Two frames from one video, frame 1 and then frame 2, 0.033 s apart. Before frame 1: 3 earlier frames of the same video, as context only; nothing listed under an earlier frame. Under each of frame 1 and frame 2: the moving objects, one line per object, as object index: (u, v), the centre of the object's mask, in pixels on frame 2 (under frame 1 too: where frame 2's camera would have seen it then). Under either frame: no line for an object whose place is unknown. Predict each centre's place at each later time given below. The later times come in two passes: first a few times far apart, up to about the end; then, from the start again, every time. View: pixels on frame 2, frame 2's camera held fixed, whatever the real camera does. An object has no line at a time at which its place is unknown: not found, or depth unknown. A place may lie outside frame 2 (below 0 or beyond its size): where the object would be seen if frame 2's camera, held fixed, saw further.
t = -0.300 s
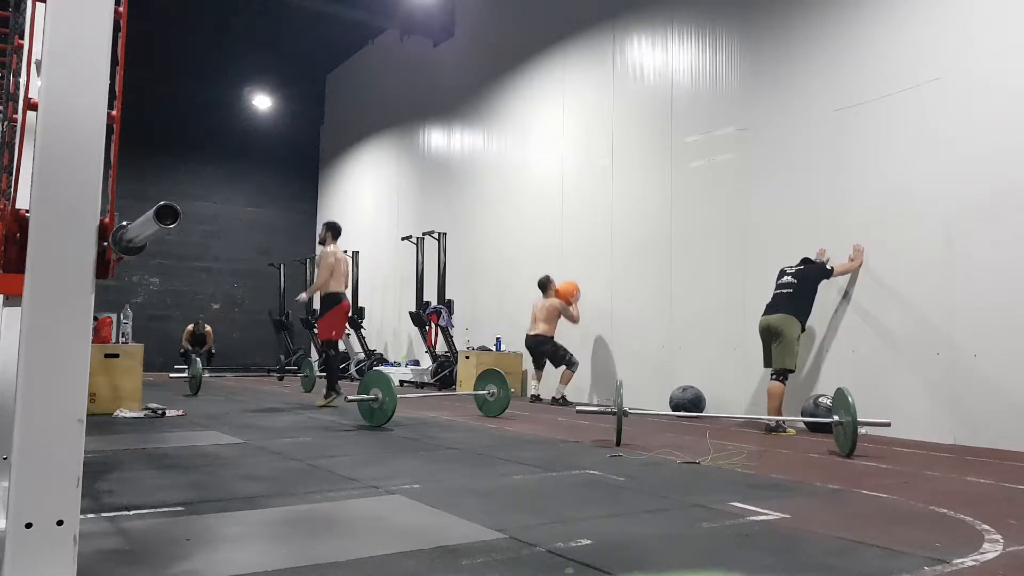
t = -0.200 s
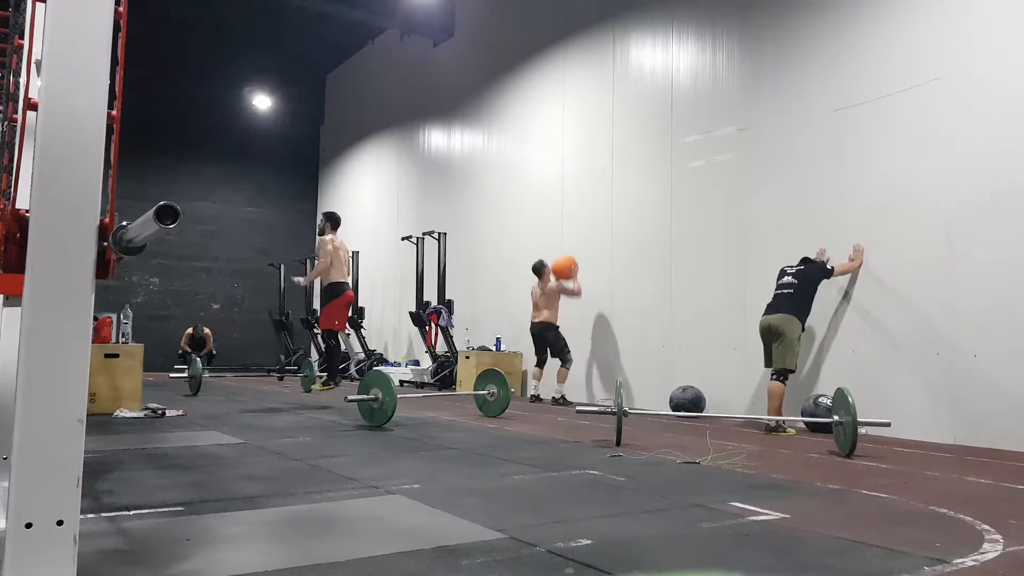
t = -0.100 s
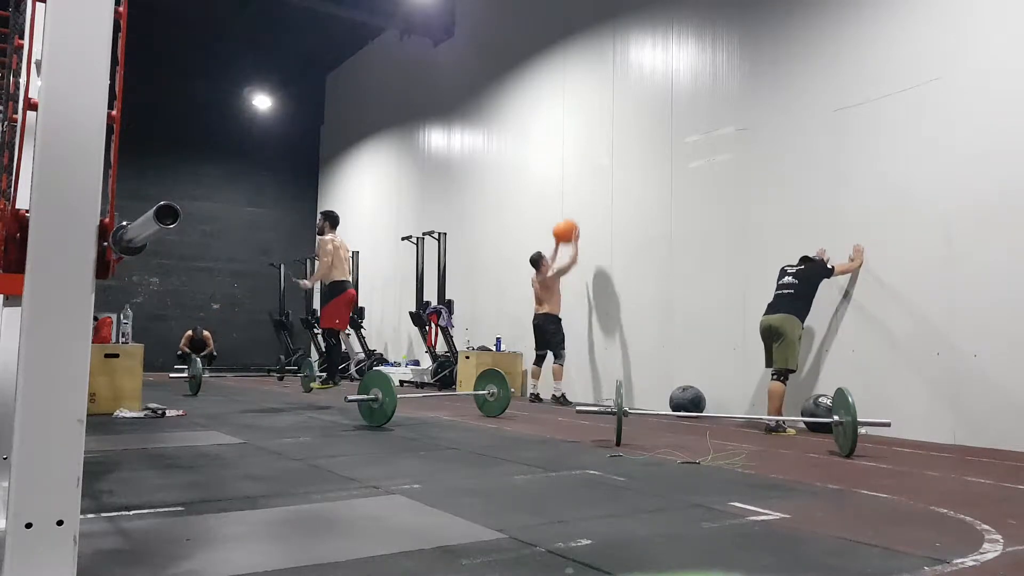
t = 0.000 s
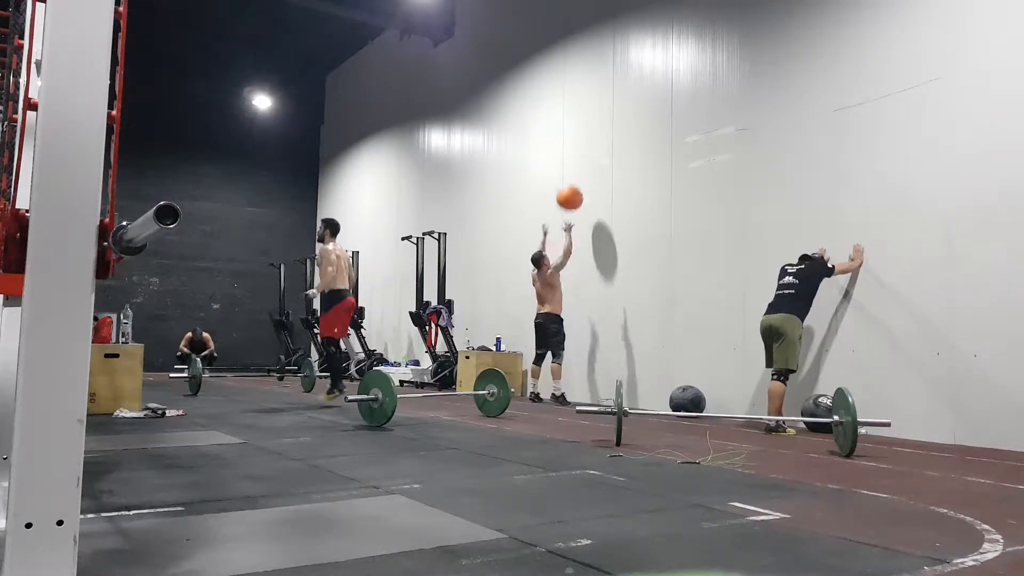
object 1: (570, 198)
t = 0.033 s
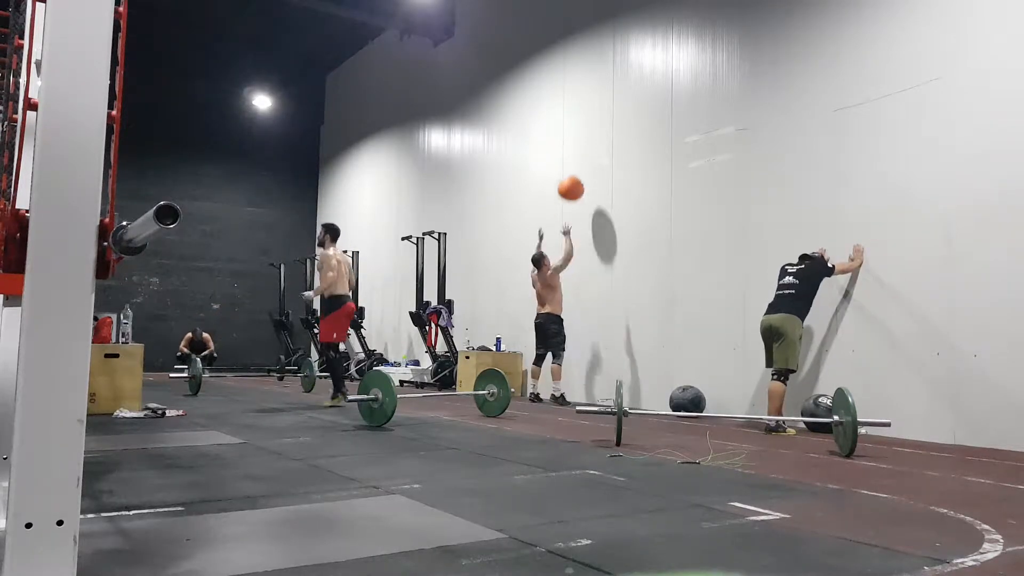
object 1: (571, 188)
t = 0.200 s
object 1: (576, 153)
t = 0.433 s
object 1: (584, 139)
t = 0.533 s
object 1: (585, 145)
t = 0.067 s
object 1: (572, 180)
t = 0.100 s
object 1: (573, 172)
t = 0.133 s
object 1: (574, 165)
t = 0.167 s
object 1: (575, 158)
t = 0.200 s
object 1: (576, 153)
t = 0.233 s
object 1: (577, 149)
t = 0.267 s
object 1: (579, 145)
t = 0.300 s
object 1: (580, 142)
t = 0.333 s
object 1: (581, 140)
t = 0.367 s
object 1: (582, 139)
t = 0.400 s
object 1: (583, 139)
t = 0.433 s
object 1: (584, 139)
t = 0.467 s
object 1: (585, 141)
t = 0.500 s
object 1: (585, 142)
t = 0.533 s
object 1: (585, 145)
